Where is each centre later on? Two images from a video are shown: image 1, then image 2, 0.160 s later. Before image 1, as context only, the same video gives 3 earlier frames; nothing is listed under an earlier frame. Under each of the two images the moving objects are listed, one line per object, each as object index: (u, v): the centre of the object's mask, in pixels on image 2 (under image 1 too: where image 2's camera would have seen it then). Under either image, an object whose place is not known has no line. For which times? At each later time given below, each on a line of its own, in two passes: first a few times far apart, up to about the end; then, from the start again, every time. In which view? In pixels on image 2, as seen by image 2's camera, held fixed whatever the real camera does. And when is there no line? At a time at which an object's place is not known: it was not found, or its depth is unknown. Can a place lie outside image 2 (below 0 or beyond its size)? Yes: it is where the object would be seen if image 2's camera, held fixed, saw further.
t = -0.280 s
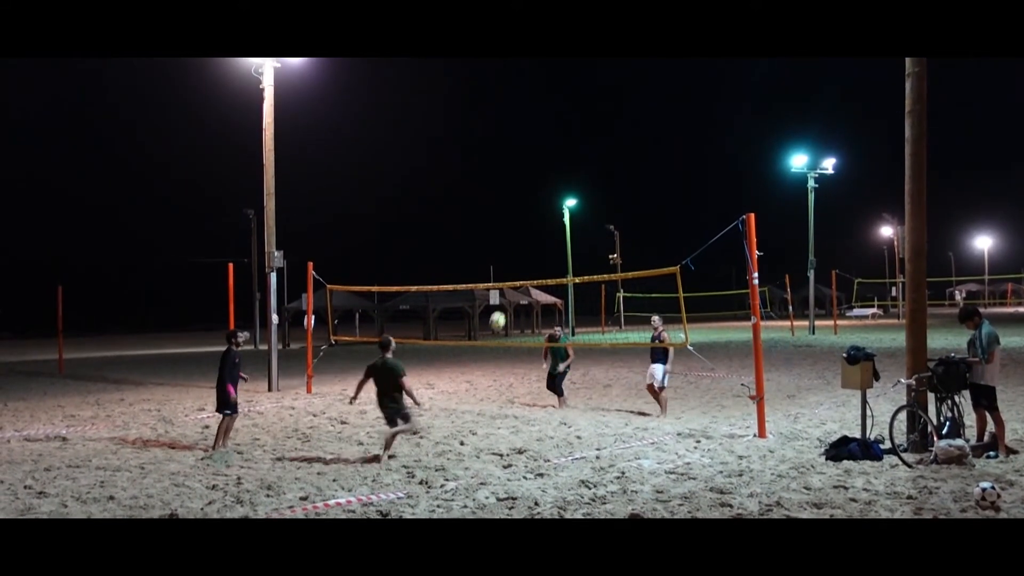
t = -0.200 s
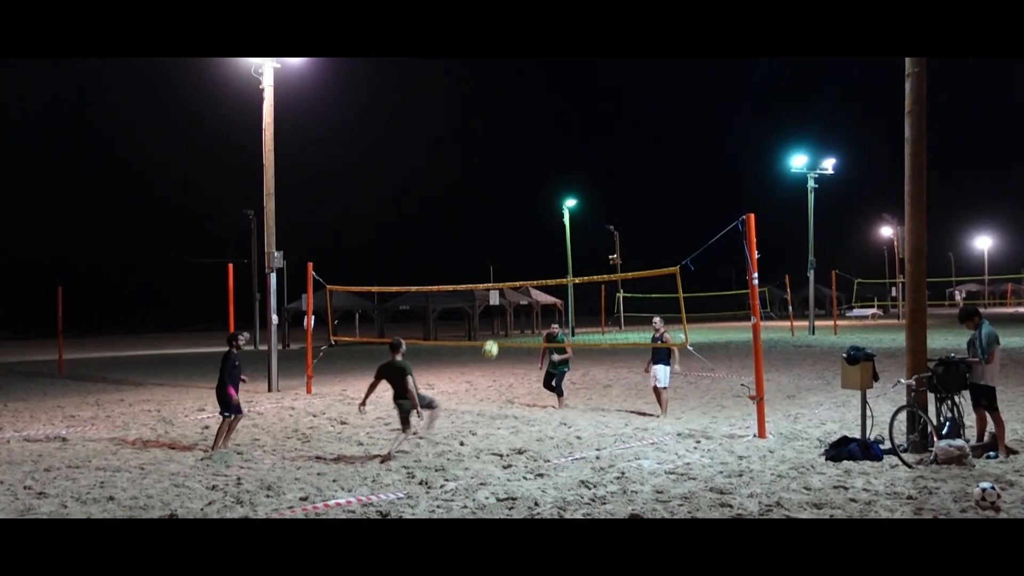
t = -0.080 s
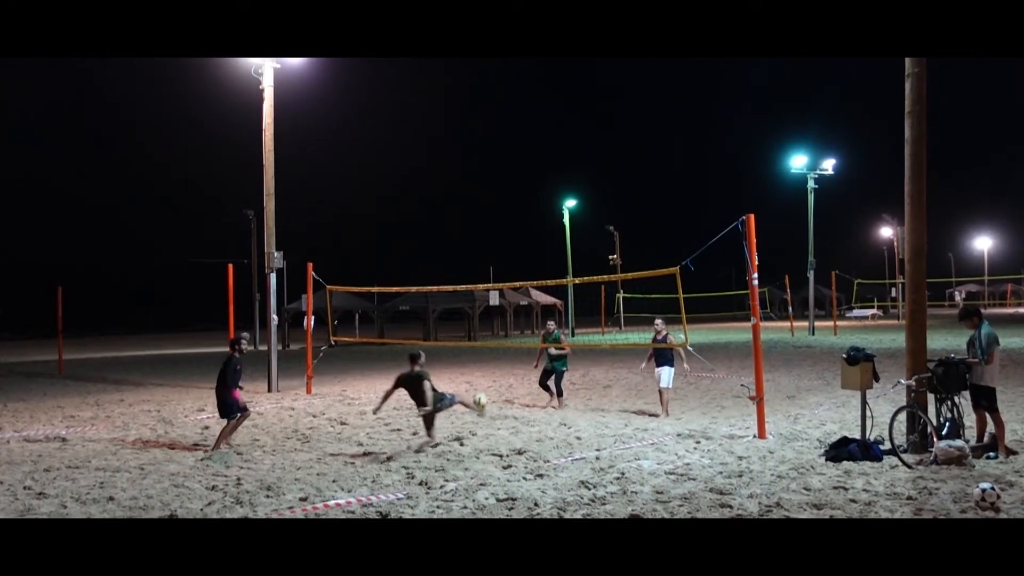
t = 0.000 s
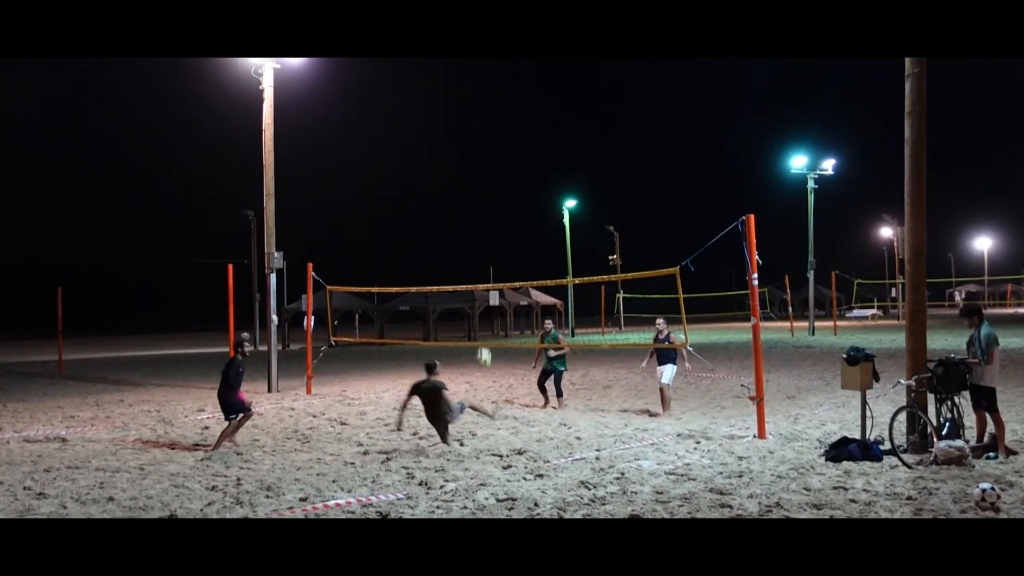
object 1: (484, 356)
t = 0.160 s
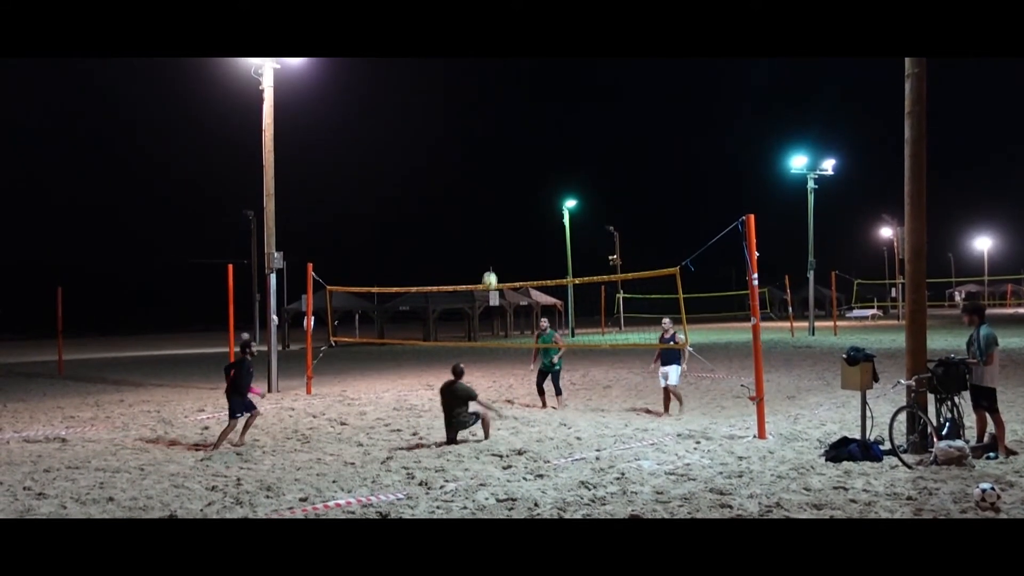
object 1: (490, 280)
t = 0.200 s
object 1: (491, 266)
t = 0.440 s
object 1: (499, 198)
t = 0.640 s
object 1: (506, 171)
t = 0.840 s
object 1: (513, 168)
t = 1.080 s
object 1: (522, 195)
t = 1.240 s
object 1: (529, 231)
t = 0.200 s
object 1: (491, 266)
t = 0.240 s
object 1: (492, 252)
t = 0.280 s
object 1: (494, 239)
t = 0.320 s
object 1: (495, 226)
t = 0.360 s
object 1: (496, 216)
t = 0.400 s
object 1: (498, 206)
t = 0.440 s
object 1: (499, 198)
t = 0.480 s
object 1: (500, 190)
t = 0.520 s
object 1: (502, 184)
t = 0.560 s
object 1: (503, 179)
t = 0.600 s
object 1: (504, 174)
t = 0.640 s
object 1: (506, 171)
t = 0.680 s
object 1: (507, 168)
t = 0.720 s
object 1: (509, 167)
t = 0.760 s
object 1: (510, 166)
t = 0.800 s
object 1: (511, 167)
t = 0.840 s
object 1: (513, 168)
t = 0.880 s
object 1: (514, 171)
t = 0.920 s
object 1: (516, 174)
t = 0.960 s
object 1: (517, 178)
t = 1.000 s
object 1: (519, 183)
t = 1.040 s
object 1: (520, 189)
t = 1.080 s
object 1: (522, 195)
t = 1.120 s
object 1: (523, 203)
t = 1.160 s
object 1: (525, 211)
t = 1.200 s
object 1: (527, 221)
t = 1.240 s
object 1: (529, 231)
